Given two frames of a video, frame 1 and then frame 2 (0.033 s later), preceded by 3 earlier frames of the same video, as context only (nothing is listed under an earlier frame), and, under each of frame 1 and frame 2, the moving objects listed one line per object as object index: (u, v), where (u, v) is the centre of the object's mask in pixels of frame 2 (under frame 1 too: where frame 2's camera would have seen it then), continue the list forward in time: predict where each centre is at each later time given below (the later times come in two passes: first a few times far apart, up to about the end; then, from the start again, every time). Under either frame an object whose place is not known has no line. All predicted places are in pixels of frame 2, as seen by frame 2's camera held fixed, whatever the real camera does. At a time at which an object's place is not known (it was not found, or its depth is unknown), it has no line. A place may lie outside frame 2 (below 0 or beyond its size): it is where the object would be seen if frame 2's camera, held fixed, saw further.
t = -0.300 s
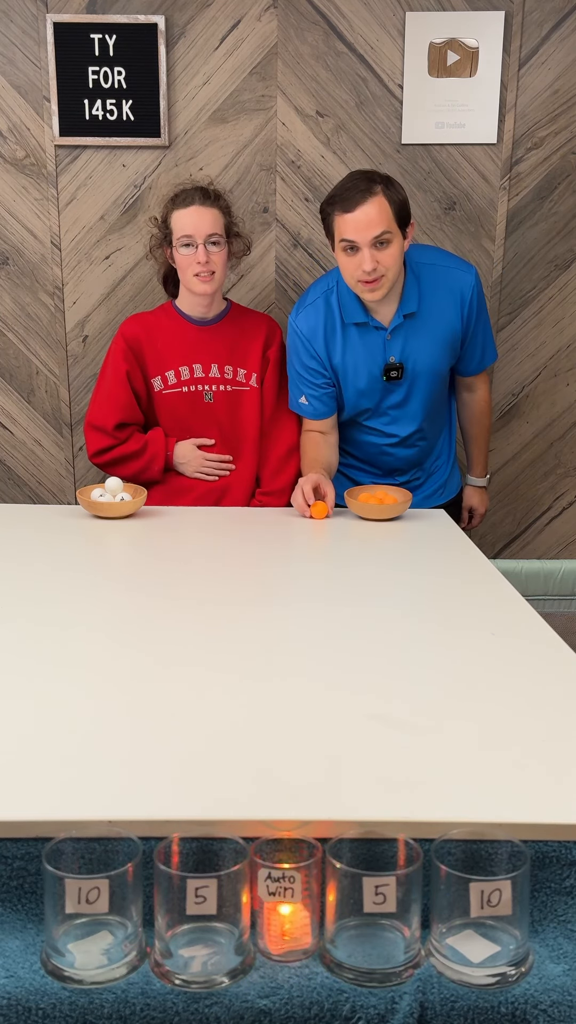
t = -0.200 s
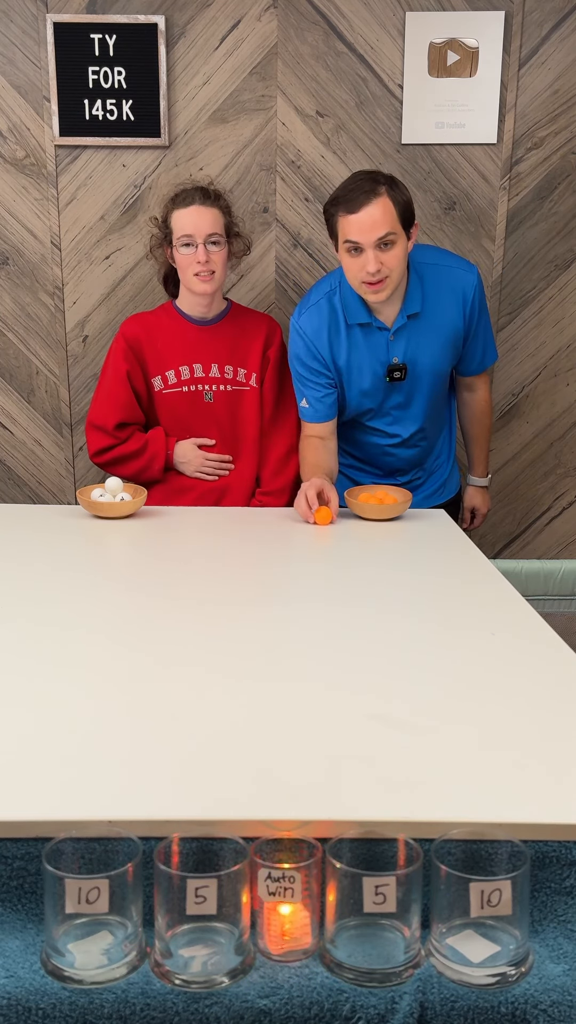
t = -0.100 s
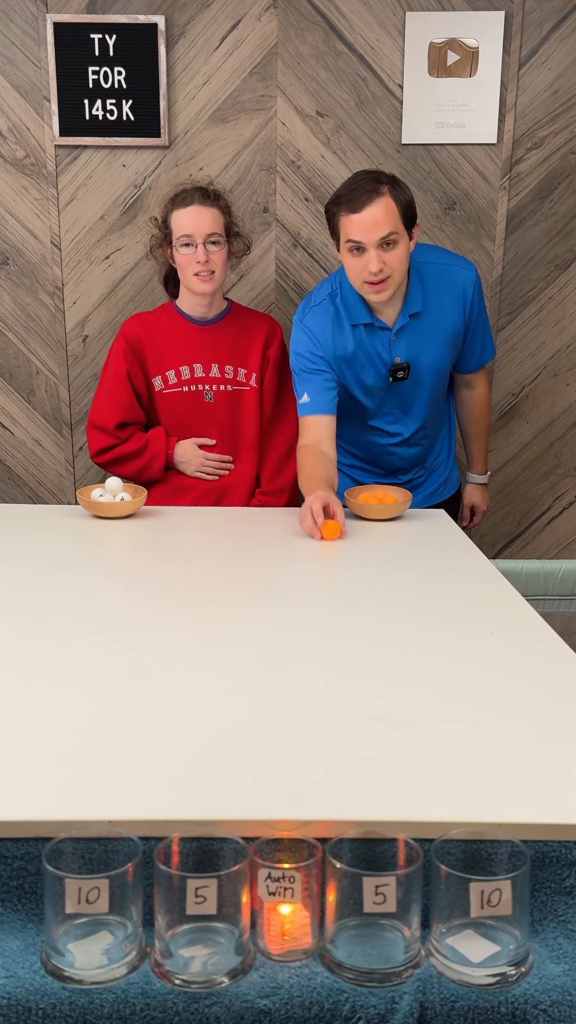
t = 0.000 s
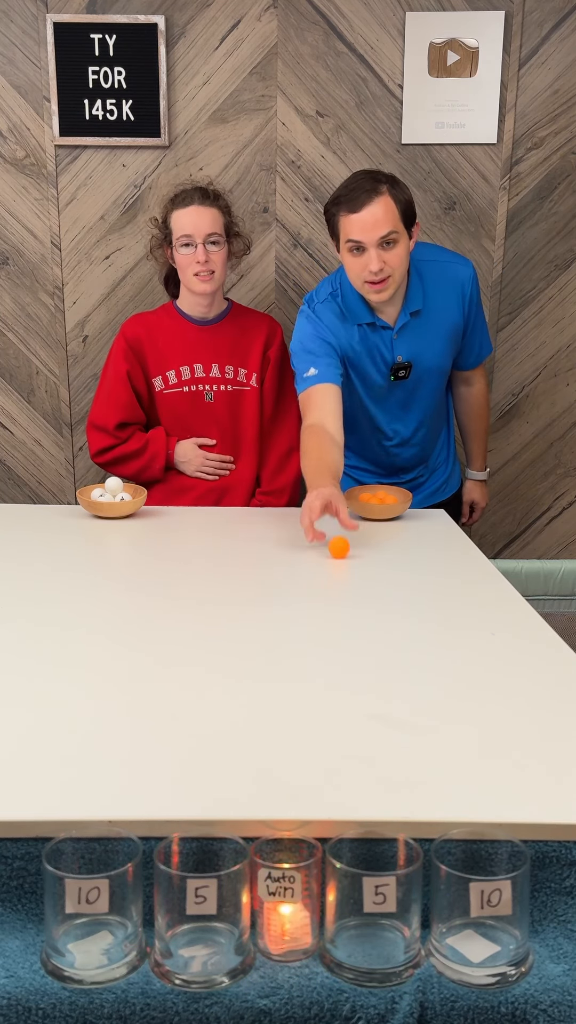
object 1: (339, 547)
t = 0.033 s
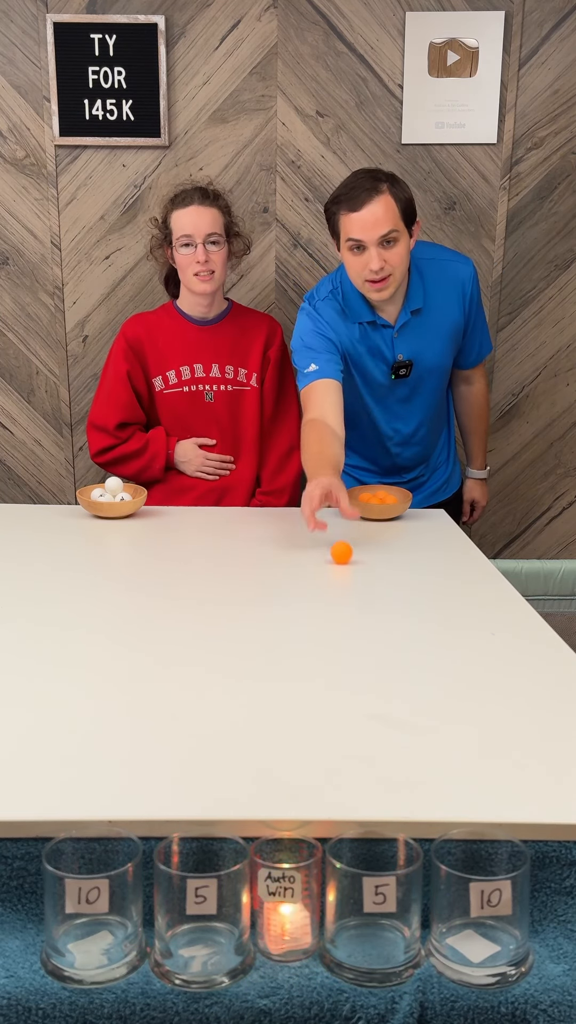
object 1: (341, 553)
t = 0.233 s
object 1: (357, 582)
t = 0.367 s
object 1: (368, 600)
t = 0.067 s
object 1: (344, 558)
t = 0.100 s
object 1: (347, 563)
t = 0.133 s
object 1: (349, 568)
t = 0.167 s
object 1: (352, 573)
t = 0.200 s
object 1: (355, 578)
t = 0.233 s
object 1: (357, 582)
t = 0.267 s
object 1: (360, 586)
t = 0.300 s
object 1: (362, 591)
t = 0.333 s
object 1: (365, 595)
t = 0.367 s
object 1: (368, 600)
